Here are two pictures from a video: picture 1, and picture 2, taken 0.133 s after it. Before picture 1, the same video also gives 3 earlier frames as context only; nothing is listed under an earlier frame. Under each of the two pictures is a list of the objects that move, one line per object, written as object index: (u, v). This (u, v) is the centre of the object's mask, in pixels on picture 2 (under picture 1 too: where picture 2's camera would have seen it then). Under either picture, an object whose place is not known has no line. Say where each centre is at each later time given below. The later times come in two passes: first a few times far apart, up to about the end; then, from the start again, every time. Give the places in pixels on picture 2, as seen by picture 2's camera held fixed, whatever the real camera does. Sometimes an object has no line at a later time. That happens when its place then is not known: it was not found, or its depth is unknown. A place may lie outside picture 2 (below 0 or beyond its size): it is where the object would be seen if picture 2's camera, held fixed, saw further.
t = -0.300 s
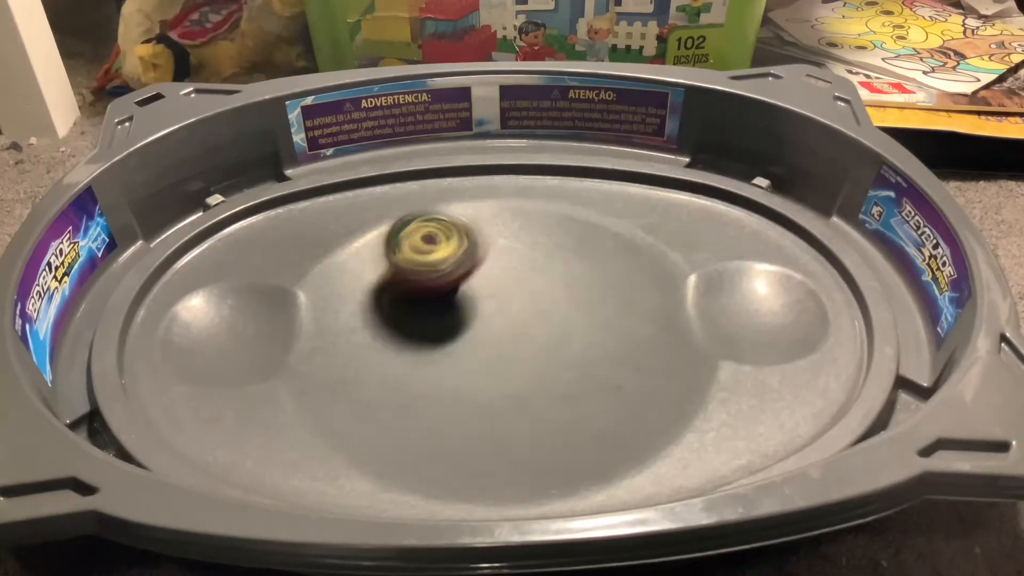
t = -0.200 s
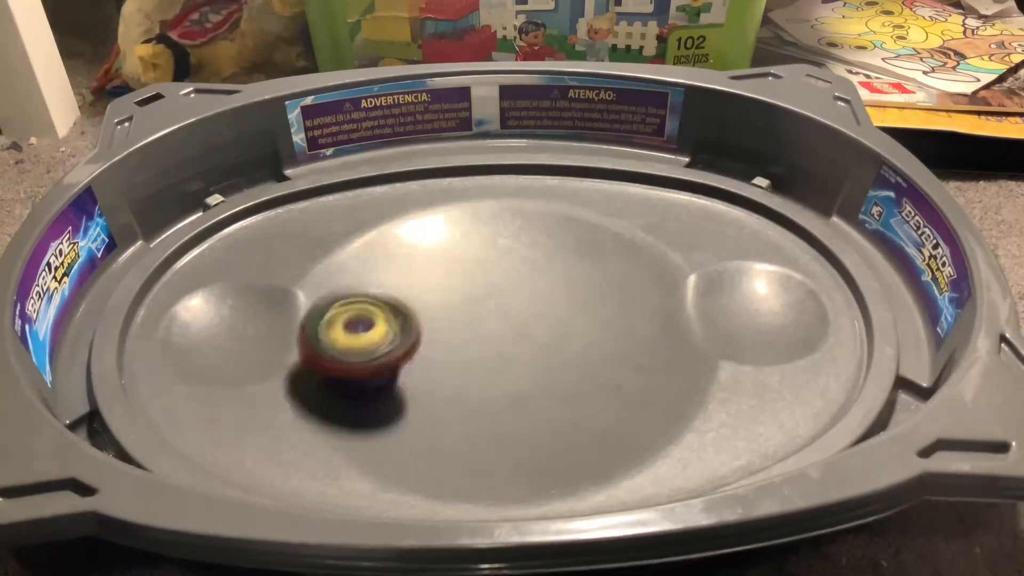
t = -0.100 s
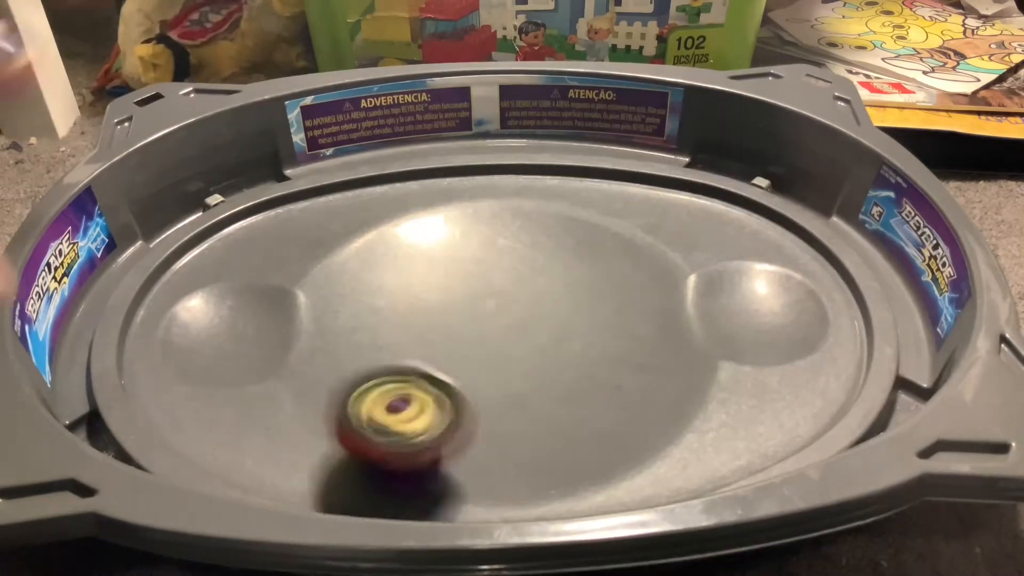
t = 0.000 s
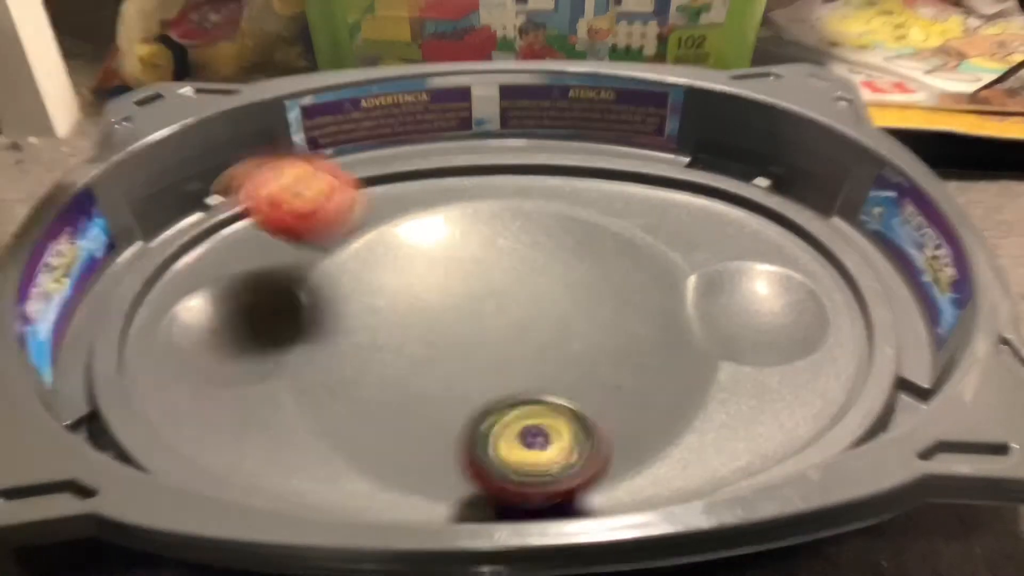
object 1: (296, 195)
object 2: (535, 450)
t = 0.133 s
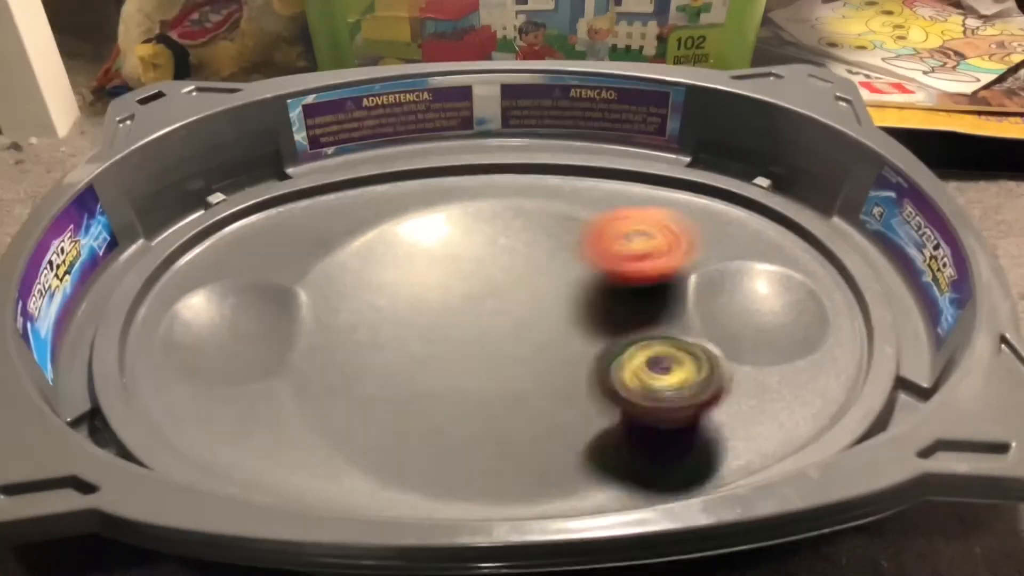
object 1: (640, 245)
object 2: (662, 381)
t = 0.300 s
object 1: (859, 277)
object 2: (631, 224)
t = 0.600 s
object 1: (848, 342)
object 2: (285, 191)
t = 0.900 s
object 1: (755, 185)
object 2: (210, 318)
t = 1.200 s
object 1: (275, 207)
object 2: (563, 331)
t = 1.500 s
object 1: (365, 466)
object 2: (500, 228)
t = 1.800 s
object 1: (830, 218)
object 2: (462, 338)
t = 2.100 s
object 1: (165, 226)
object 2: (566, 328)
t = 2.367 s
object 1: (846, 362)
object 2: (494, 302)
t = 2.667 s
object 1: (167, 230)
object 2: (455, 335)
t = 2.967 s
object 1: (850, 255)
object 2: (498, 320)
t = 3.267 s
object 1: (131, 277)
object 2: (486, 278)
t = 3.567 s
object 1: (859, 275)
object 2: (477, 316)
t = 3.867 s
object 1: (205, 205)
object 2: (556, 322)
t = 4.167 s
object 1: (641, 457)
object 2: (507, 300)
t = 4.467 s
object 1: (539, 152)
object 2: (460, 337)
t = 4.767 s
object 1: (145, 286)
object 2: (510, 326)
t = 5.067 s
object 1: (565, 457)
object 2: (485, 285)
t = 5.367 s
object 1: (765, 179)
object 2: (480, 317)
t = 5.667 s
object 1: (299, 186)
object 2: (543, 318)
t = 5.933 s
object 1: (225, 331)
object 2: (512, 302)
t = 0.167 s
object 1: (707, 234)
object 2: (677, 349)
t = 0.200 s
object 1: (774, 237)
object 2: (682, 315)
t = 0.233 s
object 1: (832, 242)
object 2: (673, 289)
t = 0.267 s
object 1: (864, 252)
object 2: (654, 256)
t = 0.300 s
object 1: (859, 277)
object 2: (631, 224)
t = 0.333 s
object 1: (849, 296)
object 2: (599, 201)
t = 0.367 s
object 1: (841, 311)
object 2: (562, 182)
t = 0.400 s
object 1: (836, 324)
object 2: (517, 170)
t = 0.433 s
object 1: (833, 333)
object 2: (469, 166)
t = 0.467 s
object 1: (835, 342)
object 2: (424, 167)
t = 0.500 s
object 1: (838, 347)
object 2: (379, 172)
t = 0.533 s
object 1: (843, 349)
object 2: (343, 179)
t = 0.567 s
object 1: (846, 347)
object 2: (313, 184)
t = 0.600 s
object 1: (848, 342)
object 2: (285, 191)
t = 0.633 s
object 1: (849, 334)
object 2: (261, 199)
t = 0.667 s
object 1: (848, 321)
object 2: (240, 207)
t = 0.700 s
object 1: (848, 305)
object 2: (221, 217)
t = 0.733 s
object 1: (849, 286)
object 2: (201, 228)
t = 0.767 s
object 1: (845, 267)
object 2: (185, 236)
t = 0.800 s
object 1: (836, 245)
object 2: (176, 251)
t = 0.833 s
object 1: (819, 223)
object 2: (177, 270)
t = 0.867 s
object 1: (791, 204)
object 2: (187, 299)
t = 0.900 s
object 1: (755, 185)
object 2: (210, 318)
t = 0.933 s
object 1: (713, 168)
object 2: (243, 319)
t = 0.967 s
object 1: (667, 158)
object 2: (276, 322)
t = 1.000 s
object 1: (613, 155)
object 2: (317, 332)
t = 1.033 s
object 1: (559, 155)
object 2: (362, 340)
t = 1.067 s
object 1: (504, 158)
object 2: (413, 349)
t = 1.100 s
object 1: (448, 166)
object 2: (460, 354)
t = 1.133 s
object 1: (390, 176)
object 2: (502, 351)
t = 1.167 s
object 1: (331, 190)
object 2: (537, 344)
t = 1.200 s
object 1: (275, 207)
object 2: (563, 331)
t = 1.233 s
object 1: (215, 229)
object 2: (584, 316)
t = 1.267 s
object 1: (158, 256)
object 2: (595, 300)
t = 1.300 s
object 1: (115, 280)
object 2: (601, 280)
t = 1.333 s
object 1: (117, 319)
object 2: (596, 262)
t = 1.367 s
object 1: (125, 367)
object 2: (585, 246)
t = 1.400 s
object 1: (154, 403)
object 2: (572, 235)
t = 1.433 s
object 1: (212, 432)
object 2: (549, 228)
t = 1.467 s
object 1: (283, 452)
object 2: (526, 226)
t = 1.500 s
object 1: (365, 466)
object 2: (500, 228)
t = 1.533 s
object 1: (454, 471)
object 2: (478, 232)
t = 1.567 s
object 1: (546, 470)
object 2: (461, 241)
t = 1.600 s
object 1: (640, 457)
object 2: (444, 254)
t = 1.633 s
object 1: (721, 436)
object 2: (436, 267)
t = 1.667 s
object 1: (798, 406)
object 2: (431, 284)
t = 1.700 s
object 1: (852, 367)
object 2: (432, 300)
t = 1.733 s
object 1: (873, 315)
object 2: (439, 314)
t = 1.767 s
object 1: (862, 266)
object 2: (448, 329)
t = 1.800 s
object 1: (830, 218)
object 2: (462, 338)
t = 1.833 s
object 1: (777, 181)
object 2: (480, 347)
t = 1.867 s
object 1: (712, 158)
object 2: (496, 353)
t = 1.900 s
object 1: (636, 149)
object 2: (514, 352)
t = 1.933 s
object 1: (557, 141)
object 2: (528, 352)
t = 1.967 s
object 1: (482, 142)
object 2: (541, 348)
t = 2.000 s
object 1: (402, 150)
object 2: (553, 343)
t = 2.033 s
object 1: (314, 164)
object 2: (560, 339)
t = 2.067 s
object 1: (234, 184)
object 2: (563, 333)
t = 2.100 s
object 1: (165, 226)
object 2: (566, 328)
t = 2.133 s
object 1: (124, 297)
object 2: (564, 323)
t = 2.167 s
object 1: (130, 367)
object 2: (558, 318)
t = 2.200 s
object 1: (206, 428)
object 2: (552, 313)
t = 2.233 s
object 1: (334, 461)
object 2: (544, 309)
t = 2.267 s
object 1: (480, 472)
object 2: (531, 306)
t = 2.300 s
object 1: (626, 459)
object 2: (520, 304)
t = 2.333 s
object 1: (755, 423)
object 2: (508, 302)
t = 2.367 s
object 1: (846, 362)
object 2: (494, 302)
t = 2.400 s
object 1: (864, 289)
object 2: (477, 304)
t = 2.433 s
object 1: (822, 218)
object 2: (466, 306)
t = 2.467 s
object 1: (743, 173)
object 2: (457, 309)
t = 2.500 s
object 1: (649, 153)
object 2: (450, 313)
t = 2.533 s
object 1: (549, 147)
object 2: (448, 317)
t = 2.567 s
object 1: (448, 148)
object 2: (447, 322)
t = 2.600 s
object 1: (353, 159)
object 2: (448, 327)
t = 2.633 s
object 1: (253, 181)
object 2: (449, 331)
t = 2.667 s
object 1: (167, 230)
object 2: (455, 335)
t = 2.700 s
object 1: (120, 306)
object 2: (461, 337)
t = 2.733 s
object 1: (144, 386)
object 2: (466, 338)
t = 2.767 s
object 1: (243, 442)
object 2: (470, 339)
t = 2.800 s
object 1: (390, 468)
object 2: (475, 338)
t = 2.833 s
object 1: (542, 470)
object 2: (482, 336)
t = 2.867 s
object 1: (688, 446)
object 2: (489, 335)
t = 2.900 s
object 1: (806, 400)
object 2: (493, 331)
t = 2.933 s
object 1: (864, 326)
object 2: (495, 325)
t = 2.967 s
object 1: (850, 255)
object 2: (498, 320)
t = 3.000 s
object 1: (790, 196)
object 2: (503, 314)
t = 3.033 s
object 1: (704, 163)
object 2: (505, 308)
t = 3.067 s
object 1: (614, 152)
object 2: (505, 301)
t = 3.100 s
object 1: (527, 147)
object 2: (503, 295)
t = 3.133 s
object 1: (436, 152)
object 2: (501, 288)
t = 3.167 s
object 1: (349, 163)
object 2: (499, 284)
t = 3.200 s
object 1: (260, 185)
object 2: (494, 280)
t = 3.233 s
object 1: (181, 216)
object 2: (490, 279)
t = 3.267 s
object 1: (131, 277)
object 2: (486, 278)
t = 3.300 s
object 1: (117, 343)
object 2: (480, 278)
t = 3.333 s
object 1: (167, 412)
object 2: (476, 279)
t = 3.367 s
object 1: (270, 451)
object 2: (473, 283)
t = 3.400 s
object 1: (404, 470)
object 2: (469, 287)
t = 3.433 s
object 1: (542, 470)
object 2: (466, 292)
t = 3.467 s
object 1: (675, 449)
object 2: (466, 298)
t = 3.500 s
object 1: (795, 408)
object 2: (468, 304)
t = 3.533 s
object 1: (862, 343)
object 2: (472, 310)
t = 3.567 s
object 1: (859, 275)
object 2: (477, 316)
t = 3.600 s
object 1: (814, 213)
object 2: (486, 322)
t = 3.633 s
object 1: (739, 176)
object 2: (495, 327)
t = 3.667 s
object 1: (654, 159)
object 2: (506, 331)
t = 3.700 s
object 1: (569, 151)
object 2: (516, 333)
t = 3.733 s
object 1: (493, 151)
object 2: (526, 333)
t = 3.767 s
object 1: (416, 156)
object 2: (537, 332)
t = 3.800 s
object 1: (343, 166)
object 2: (545, 329)
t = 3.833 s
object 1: (271, 182)
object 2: (552, 326)
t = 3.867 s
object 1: (205, 205)
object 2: (556, 322)
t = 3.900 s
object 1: (154, 241)
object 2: (558, 318)
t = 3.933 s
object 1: (123, 292)
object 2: (557, 314)
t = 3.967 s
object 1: (114, 341)
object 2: (553, 309)
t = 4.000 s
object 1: (140, 393)
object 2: (547, 305)
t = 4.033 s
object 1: (206, 433)
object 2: (541, 302)
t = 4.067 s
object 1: (302, 456)
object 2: (534, 300)
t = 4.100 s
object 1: (411, 471)
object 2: (526, 298)
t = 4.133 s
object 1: (532, 472)
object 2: (517, 298)
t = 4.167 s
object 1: (641, 457)
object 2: (507, 300)
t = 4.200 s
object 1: (753, 427)
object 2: (497, 301)
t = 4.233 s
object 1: (837, 387)
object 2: (488, 305)
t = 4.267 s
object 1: (873, 329)
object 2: (478, 309)
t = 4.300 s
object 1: (860, 268)
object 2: (470, 314)
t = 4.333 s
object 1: (816, 217)
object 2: (464, 319)
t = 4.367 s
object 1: (752, 183)
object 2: (460, 324)
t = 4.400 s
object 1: (677, 165)
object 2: (458, 329)
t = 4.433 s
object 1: (605, 155)
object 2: (458, 333)
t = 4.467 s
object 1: (539, 152)
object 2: (460, 337)
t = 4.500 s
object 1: (472, 153)
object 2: (464, 340)
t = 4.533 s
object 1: (413, 157)
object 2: (469, 342)
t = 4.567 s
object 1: (356, 167)
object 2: (476, 342)
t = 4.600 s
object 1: (304, 178)
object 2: (483, 343)
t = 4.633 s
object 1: (256, 192)
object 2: (490, 341)
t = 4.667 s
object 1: (216, 208)
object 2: (496, 338)
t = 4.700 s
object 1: (182, 227)
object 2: (502, 335)
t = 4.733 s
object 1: (160, 256)
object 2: (506, 331)
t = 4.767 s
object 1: (145, 286)
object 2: (510, 326)
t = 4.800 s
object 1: (142, 319)
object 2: (512, 320)
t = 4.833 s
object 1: (151, 354)
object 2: (513, 313)
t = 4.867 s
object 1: (170, 386)
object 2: (512, 307)
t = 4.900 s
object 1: (206, 421)
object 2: (509, 301)
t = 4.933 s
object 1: (257, 442)
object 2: (506, 295)
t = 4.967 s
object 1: (325, 457)
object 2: (501, 291)
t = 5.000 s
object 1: (402, 464)
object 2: (496, 287)
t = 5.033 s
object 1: (482, 463)
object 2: (490, 285)
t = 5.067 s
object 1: (565, 457)
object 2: (485, 285)
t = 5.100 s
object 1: (646, 446)
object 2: (479, 285)
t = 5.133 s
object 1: (723, 428)
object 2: (475, 287)
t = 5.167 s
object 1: (794, 404)
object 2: (471, 290)
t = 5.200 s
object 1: (849, 367)
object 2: (468, 293)
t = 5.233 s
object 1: (878, 325)
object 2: (467, 297)
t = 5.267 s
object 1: (872, 284)
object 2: (467, 302)
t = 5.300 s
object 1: (850, 243)
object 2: (470, 307)
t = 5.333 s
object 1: (814, 207)
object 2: (474, 313)
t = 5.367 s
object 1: (765, 179)
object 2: (480, 317)
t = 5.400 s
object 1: (705, 163)
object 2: (487, 321)
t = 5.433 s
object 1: (643, 156)
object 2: (495, 324)
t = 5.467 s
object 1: (583, 150)
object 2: (504, 326)
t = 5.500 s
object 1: (526, 148)
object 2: (513, 327)
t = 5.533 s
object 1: (467, 151)
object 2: (521, 326)
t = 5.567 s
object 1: (415, 159)
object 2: (529, 326)
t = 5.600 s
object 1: (373, 166)
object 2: (535, 324)
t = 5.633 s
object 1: (333, 176)
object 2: (540, 321)
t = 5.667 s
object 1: (299, 186)
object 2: (543, 318)
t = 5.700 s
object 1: (276, 198)
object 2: (544, 315)
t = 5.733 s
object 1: (259, 212)
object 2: (543, 312)
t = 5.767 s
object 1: (249, 229)
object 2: (541, 309)
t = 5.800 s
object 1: (243, 246)
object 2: (538, 306)
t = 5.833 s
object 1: (238, 272)
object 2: (533, 304)
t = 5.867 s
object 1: (228, 298)
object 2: (527, 303)
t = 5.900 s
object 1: (222, 319)
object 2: (520, 302)
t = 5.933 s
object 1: (225, 331)
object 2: (512, 302)
